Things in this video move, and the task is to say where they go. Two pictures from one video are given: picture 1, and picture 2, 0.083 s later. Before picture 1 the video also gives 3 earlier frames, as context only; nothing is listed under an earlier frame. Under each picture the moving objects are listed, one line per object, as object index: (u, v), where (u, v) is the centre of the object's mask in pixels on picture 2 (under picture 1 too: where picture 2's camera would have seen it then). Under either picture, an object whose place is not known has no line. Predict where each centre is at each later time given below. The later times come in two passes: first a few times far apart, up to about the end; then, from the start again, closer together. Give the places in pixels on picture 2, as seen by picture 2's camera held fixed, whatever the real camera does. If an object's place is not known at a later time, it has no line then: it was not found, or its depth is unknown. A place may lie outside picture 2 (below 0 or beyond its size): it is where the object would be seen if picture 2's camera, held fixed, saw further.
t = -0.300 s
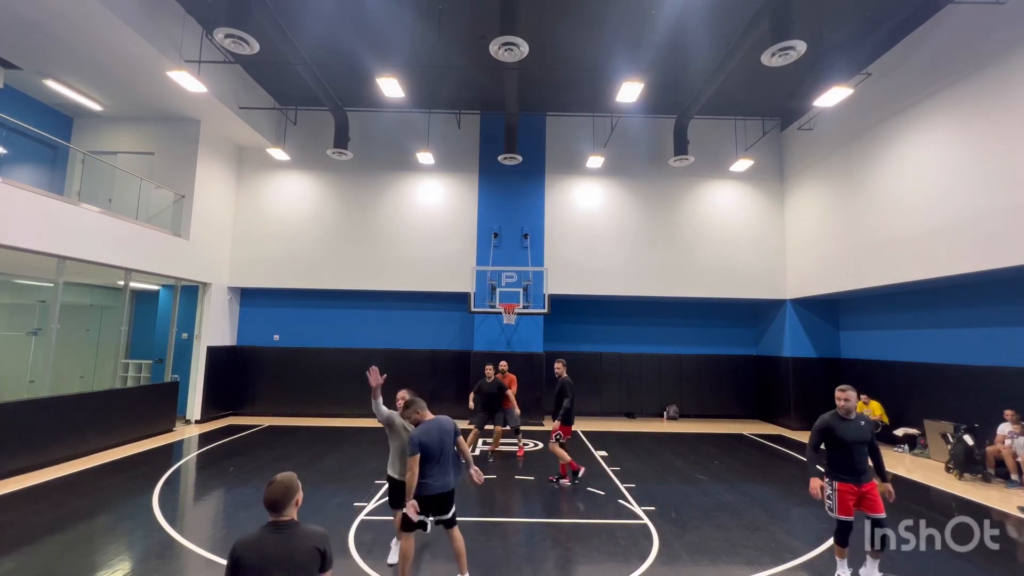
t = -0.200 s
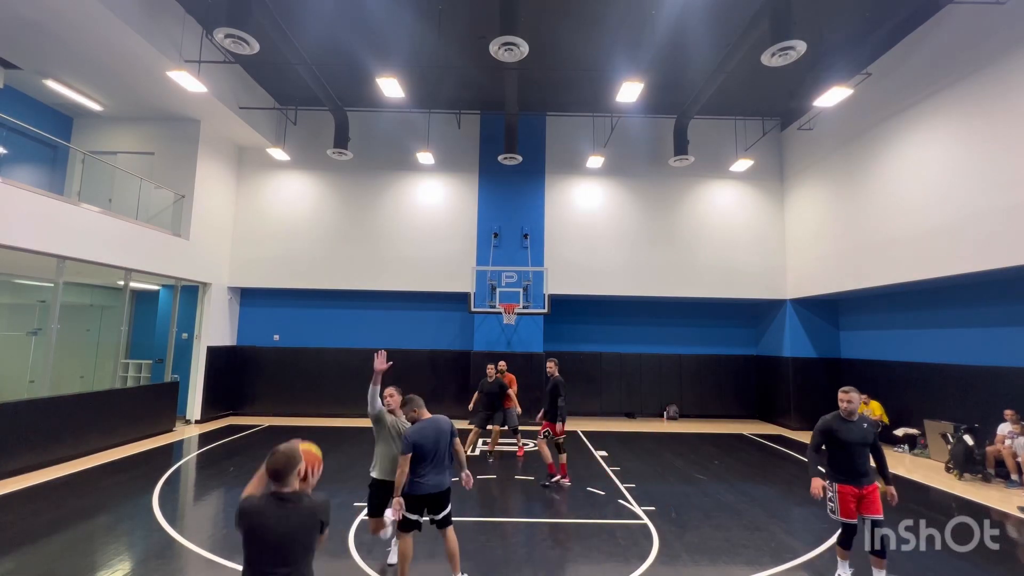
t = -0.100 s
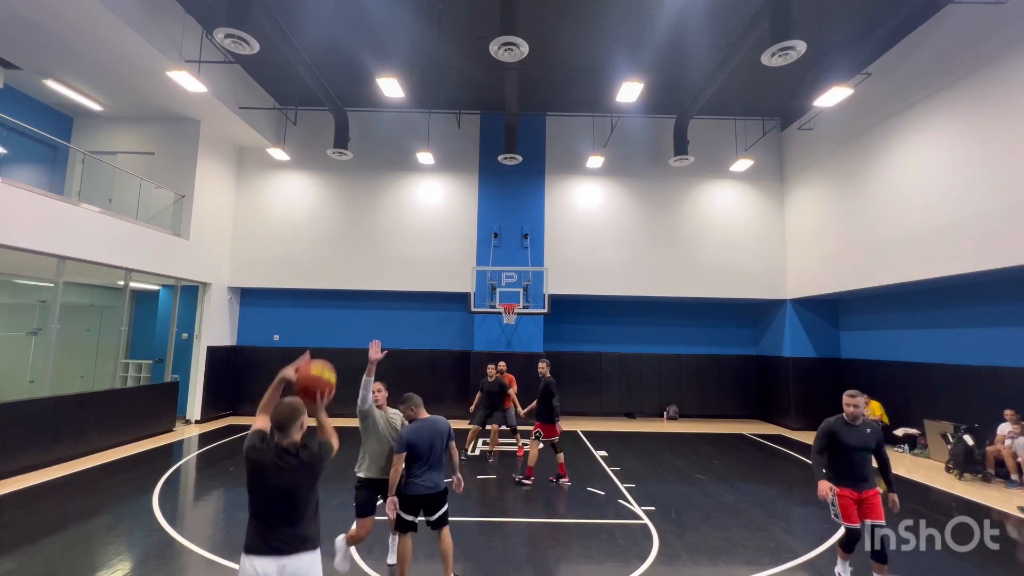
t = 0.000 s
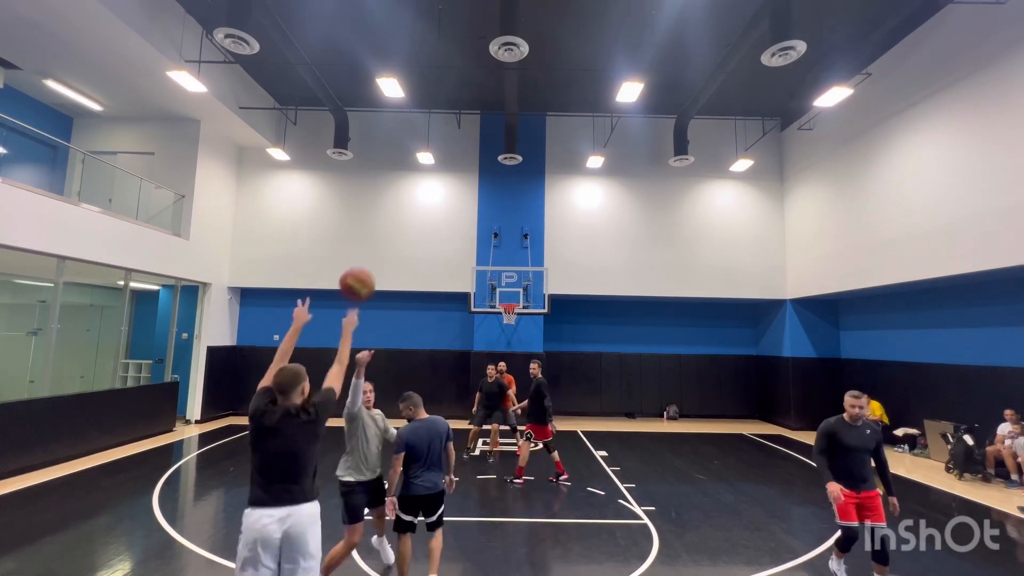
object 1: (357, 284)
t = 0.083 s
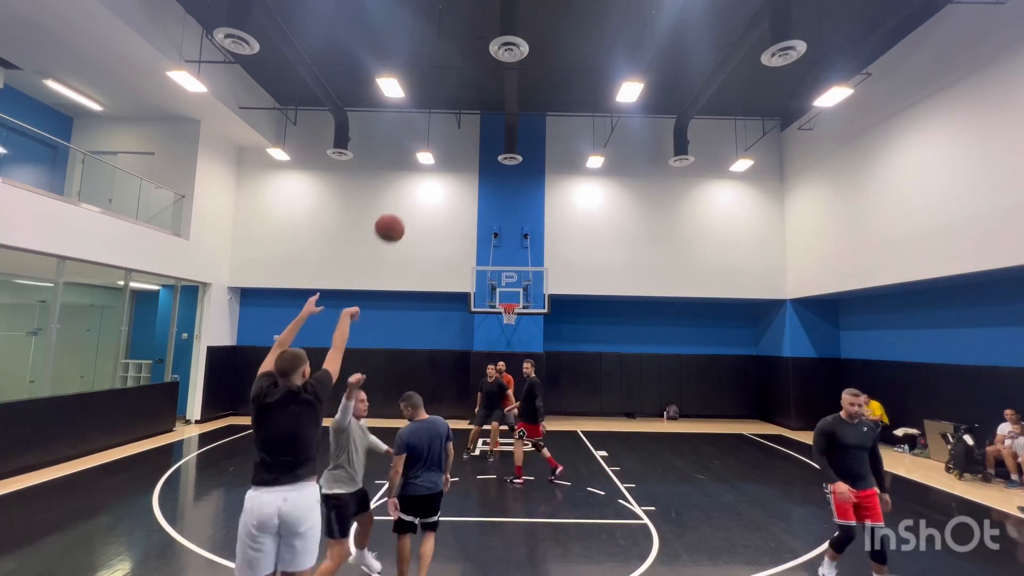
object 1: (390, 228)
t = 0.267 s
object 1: (435, 171)
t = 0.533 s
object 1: (471, 159)
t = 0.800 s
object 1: (491, 189)
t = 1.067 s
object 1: (504, 242)
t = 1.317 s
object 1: (512, 302)
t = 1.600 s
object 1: (500, 313)
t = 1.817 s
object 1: (501, 333)
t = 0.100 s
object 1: (395, 220)
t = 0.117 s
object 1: (400, 212)
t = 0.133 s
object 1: (405, 205)
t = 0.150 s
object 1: (409, 199)
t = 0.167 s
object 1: (413, 193)
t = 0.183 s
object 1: (417, 188)
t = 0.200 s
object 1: (421, 184)
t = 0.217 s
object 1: (425, 180)
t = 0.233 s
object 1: (428, 176)
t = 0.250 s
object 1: (432, 173)
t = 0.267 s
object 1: (435, 171)
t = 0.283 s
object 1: (438, 167)
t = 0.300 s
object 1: (441, 165)
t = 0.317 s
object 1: (444, 163)
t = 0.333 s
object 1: (446, 161)
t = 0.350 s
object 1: (449, 159)
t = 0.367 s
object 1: (451, 158)
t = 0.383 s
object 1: (453, 158)
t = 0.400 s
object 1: (455, 157)
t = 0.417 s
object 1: (457, 157)
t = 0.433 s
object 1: (460, 156)
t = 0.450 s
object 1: (462, 156)
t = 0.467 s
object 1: (464, 157)
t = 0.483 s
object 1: (465, 157)
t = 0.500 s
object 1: (467, 157)
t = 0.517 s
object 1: (469, 158)
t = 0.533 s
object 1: (471, 159)
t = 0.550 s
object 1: (473, 160)
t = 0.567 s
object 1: (474, 161)
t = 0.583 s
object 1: (475, 162)
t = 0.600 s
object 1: (477, 164)
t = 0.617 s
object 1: (478, 165)
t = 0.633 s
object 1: (480, 167)
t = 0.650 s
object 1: (481, 168)
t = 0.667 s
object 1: (482, 170)
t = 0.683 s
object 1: (483, 173)
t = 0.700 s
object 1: (484, 175)
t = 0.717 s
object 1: (486, 177)
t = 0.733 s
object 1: (486, 179)
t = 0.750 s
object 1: (487, 181)
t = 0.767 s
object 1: (489, 183)
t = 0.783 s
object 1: (490, 186)
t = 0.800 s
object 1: (491, 189)
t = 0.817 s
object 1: (492, 192)
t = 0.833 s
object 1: (493, 195)
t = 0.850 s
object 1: (493, 198)
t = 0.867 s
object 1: (495, 201)
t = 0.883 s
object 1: (495, 204)
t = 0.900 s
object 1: (496, 207)
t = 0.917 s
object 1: (497, 211)
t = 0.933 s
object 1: (498, 213)
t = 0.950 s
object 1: (499, 217)
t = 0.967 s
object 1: (500, 220)
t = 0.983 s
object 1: (500, 224)
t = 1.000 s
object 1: (501, 227)
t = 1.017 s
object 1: (502, 231)
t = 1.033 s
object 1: (503, 234)
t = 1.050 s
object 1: (504, 238)
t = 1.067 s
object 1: (504, 242)
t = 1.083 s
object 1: (505, 246)
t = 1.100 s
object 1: (505, 250)
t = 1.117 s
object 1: (506, 254)
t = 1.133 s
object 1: (506, 258)
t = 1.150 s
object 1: (507, 262)
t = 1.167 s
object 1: (507, 266)
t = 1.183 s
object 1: (507, 270)
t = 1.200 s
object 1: (508, 275)
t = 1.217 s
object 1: (508, 278)
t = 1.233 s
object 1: (509, 283)
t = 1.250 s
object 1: (510, 287)
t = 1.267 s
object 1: (511, 292)
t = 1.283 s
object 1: (511, 296)
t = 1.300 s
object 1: (511, 300)
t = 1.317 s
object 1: (512, 302)
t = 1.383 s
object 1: (505, 315)
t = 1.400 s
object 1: (509, 313)
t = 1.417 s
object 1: (507, 313)
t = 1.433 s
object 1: (505, 312)
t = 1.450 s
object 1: (504, 310)
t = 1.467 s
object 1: (504, 310)
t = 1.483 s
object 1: (504, 309)
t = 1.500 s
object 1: (505, 310)
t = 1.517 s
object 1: (504, 311)
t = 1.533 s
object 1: (504, 310)
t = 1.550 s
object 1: (504, 310)
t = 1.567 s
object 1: (504, 311)
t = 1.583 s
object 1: (501, 312)
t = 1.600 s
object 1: (500, 313)
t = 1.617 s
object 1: (500, 314)
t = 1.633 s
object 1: (501, 314)
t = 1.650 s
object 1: (500, 316)
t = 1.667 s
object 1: (500, 317)
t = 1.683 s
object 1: (501, 318)
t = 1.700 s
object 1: (501, 319)
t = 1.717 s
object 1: (501, 320)
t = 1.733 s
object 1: (501, 322)
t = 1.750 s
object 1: (500, 324)
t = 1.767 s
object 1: (501, 326)
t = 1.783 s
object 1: (501, 328)
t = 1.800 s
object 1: (501, 330)
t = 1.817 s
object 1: (501, 333)
